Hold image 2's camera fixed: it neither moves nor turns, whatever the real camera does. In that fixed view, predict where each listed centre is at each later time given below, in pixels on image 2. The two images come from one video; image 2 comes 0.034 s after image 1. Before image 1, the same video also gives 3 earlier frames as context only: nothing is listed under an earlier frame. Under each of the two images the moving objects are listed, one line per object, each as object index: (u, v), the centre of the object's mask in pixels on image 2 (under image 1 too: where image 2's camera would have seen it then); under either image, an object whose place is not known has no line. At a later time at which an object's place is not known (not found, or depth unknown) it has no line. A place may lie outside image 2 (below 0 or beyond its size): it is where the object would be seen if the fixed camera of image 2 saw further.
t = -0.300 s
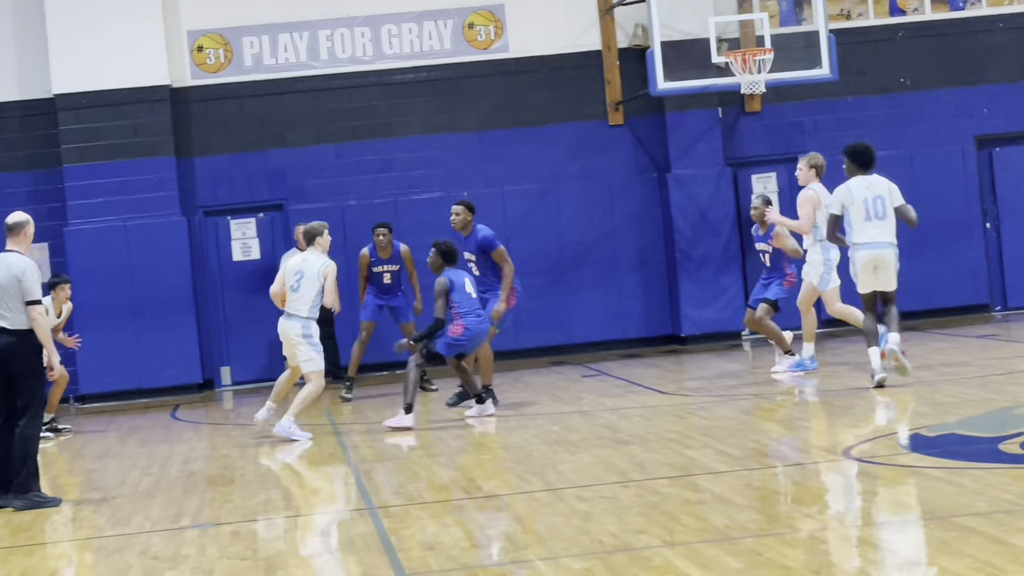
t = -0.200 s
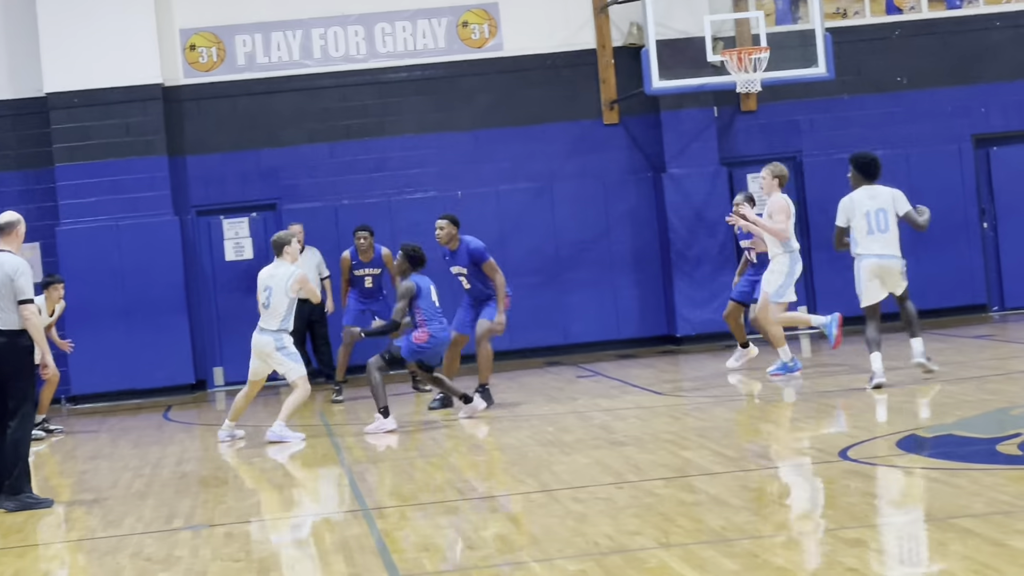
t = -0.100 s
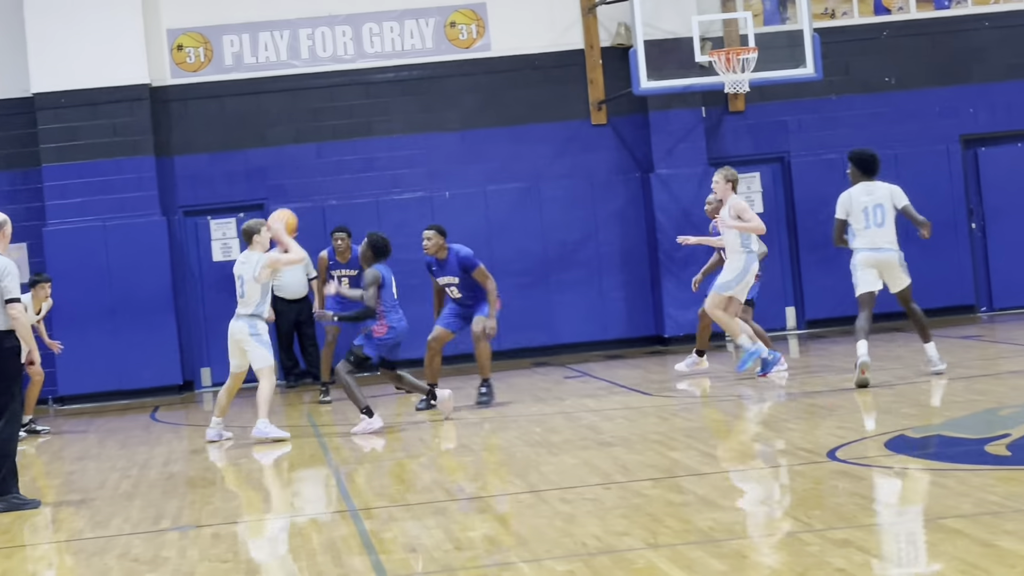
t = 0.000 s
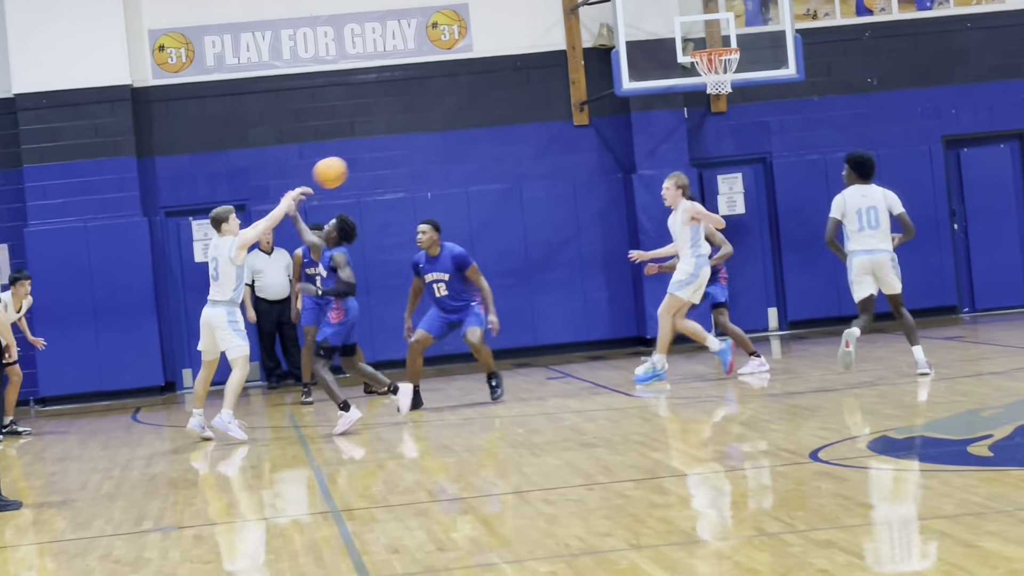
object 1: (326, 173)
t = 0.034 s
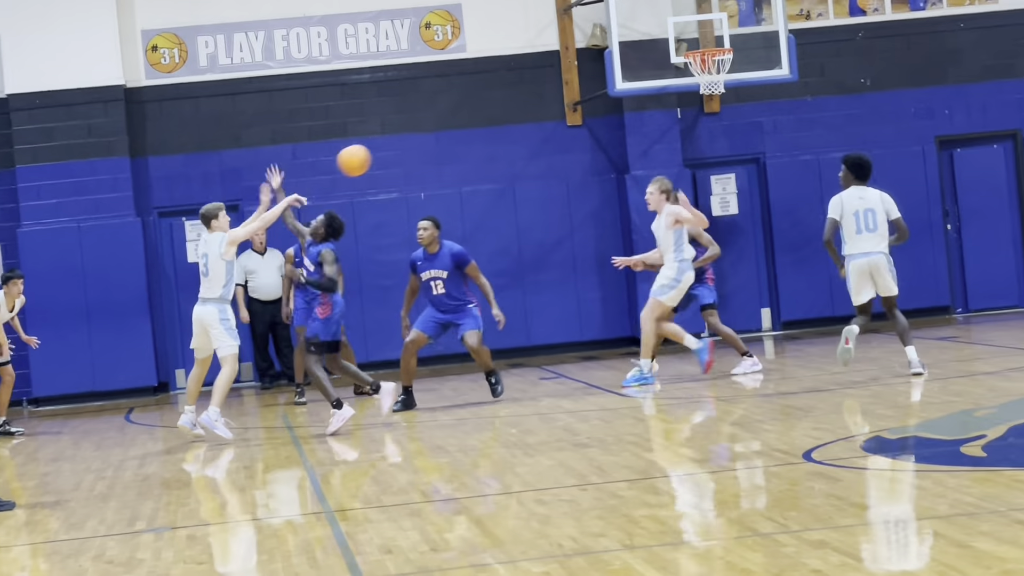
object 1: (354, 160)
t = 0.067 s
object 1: (382, 149)
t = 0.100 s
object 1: (409, 140)
